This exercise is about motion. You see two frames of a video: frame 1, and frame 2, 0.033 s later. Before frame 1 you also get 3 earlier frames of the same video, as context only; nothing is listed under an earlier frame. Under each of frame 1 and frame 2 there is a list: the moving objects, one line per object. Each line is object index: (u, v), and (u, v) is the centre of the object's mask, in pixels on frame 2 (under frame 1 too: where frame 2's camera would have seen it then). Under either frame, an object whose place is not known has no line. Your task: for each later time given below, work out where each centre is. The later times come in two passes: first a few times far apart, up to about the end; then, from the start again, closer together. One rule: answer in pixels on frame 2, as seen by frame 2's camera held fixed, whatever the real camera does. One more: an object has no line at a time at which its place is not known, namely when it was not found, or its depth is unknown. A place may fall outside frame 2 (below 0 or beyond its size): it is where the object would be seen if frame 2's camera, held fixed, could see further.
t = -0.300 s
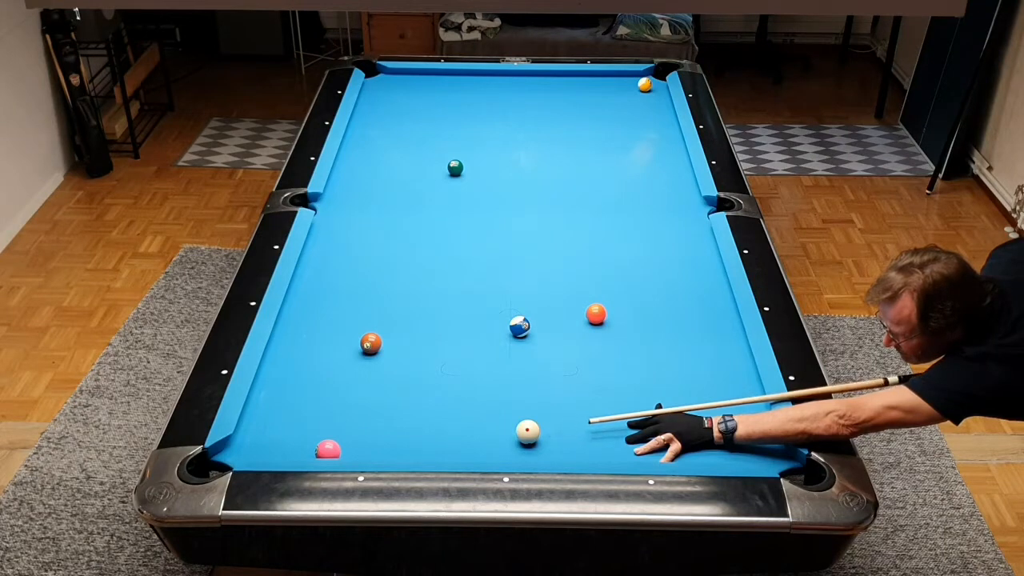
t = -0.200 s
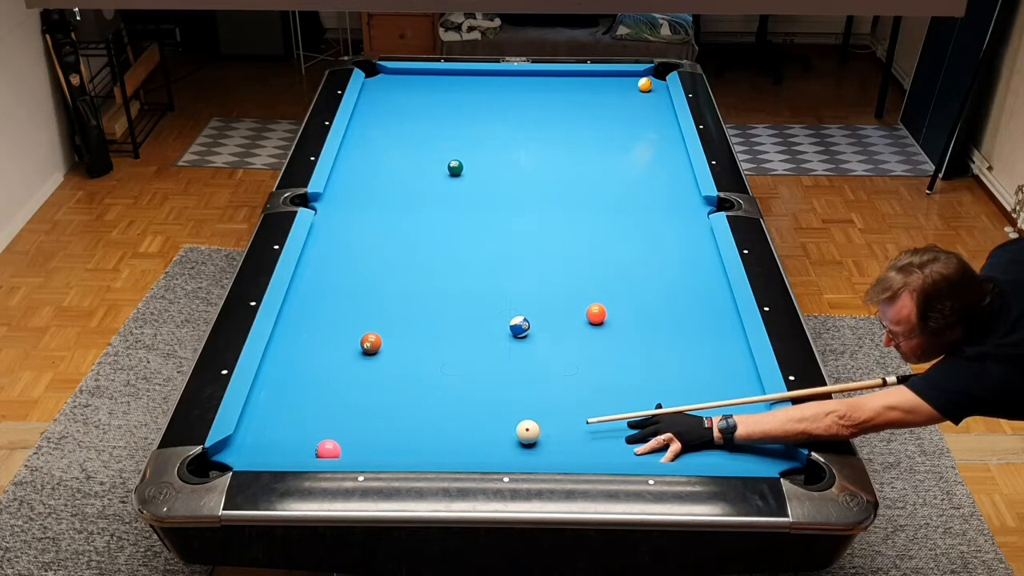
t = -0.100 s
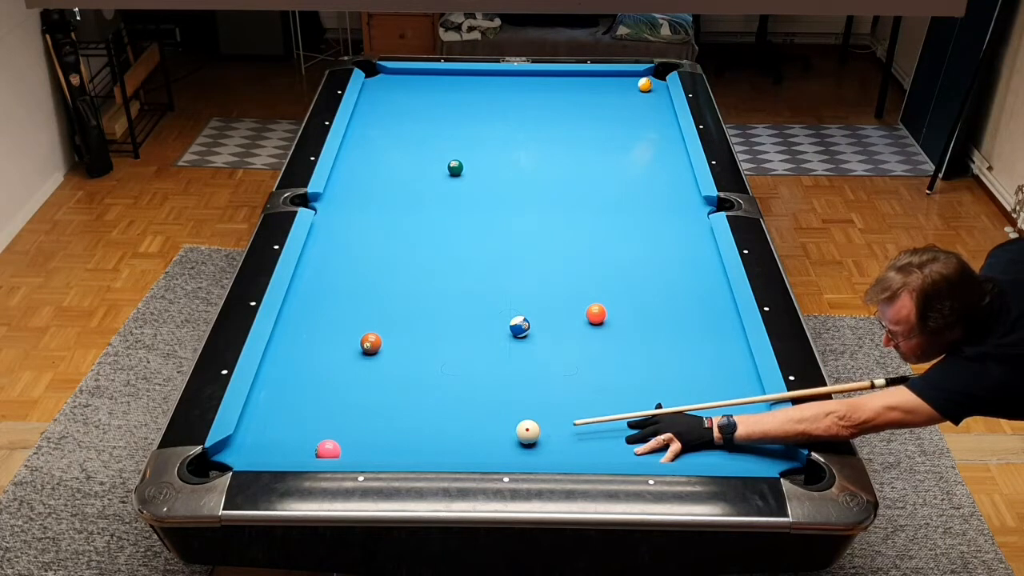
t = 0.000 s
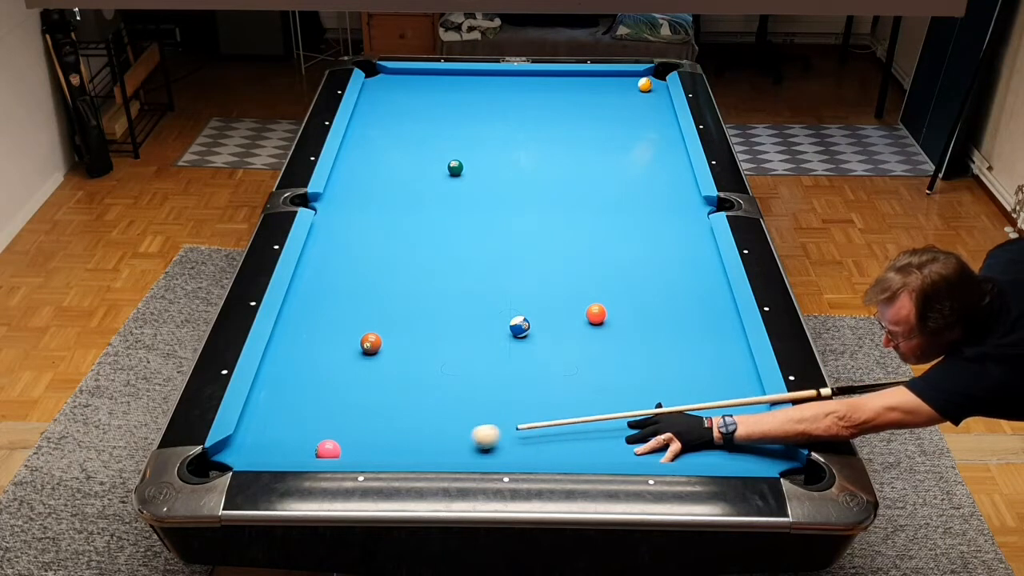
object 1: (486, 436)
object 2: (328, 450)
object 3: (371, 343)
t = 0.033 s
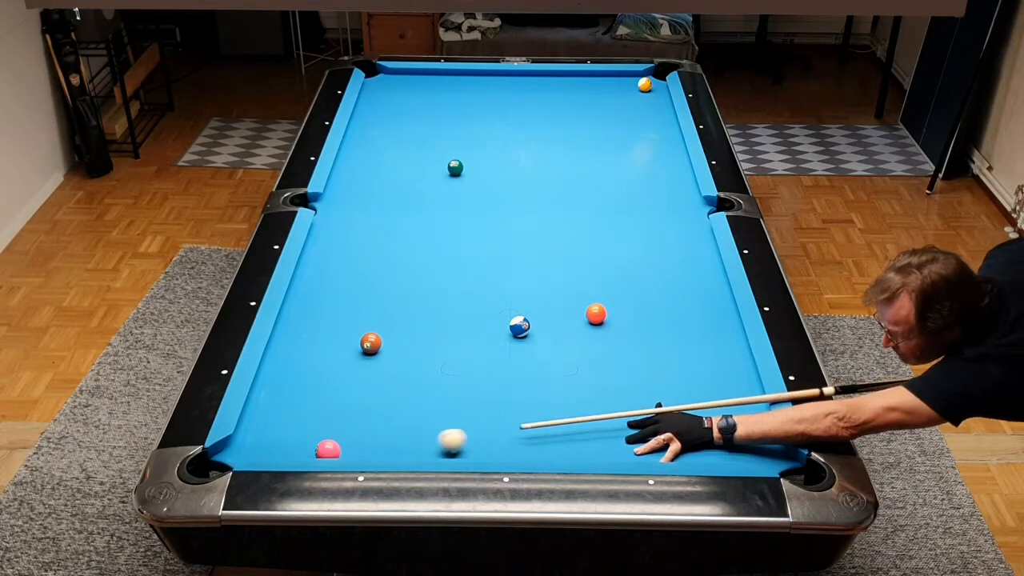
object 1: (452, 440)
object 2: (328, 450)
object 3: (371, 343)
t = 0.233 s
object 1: (340, 445)
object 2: (251, 449)
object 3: (371, 343)
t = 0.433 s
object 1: (302, 432)
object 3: (371, 343)
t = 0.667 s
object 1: (259, 418)
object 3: (371, 343)
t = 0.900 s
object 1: (277, 399)
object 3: (371, 343)
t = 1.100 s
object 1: (300, 382)
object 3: (371, 343)
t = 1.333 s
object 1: (324, 365)
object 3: (371, 343)
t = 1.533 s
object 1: (344, 352)
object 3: (371, 343)
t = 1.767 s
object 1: (351, 342)
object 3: (383, 339)
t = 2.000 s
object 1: (354, 334)
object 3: (397, 335)
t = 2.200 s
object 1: (356, 328)
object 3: (408, 332)
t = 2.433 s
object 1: (358, 323)
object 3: (420, 328)
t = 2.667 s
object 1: (360, 318)
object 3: (431, 325)
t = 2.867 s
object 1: (362, 314)
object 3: (438, 323)
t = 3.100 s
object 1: (363, 311)
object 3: (446, 321)
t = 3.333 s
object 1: (364, 309)
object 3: (452, 319)
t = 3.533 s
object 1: (365, 307)
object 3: (457, 318)
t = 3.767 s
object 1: (365, 306)
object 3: (461, 317)
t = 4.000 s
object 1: (366, 306)
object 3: (463, 317)
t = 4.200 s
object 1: (366, 306)
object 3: (464, 316)
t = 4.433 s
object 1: (366, 306)
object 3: (464, 316)
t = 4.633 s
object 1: (366, 306)
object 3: (464, 316)
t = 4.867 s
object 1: (366, 306)
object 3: (464, 316)
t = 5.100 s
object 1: (366, 306)
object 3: (465, 316)
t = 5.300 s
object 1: (366, 305)
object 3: (465, 316)
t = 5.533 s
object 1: (366, 305)
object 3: (465, 316)
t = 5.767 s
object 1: (366, 306)
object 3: (465, 316)
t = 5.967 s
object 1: (366, 306)
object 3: (465, 317)
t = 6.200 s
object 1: (366, 306)
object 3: (465, 317)
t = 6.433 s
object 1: (366, 306)
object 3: (465, 316)
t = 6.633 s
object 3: (465, 316)
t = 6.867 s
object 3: (464, 316)
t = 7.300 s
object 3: (465, 317)
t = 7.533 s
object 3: (465, 317)
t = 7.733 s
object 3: (465, 317)
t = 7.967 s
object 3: (465, 317)
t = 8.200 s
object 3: (465, 317)
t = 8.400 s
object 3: (465, 317)
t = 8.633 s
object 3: (465, 317)
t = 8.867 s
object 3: (465, 317)
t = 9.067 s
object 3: (465, 317)
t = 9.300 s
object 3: (465, 317)
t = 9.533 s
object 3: (465, 317)
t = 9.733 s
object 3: (465, 317)
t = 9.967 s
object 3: (465, 317)
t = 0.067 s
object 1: (419, 444)
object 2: (328, 450)
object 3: (371, 343)
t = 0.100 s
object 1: (387, 447)
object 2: (328, 450)
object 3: (371, 343)
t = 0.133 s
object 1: (356, 450)
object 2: (328, 449)
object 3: (371, 343)
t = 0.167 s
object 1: (350, 449)
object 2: (303, 449)
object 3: (371, 343)
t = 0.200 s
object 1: (346, 447)
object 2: (276, 449)
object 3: (371, 343)
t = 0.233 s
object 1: (340, 445)
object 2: (251, 449)
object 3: (371, 343)
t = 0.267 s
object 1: (335, 443)
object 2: (228, 449)
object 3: (371, 343)
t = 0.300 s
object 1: (328, 440)
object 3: (371, 343)
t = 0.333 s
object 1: (322, 438)
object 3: (371, 343)
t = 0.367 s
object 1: (315, 436)
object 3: (371, 343)
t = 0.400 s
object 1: (308, 434)
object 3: (371, 343)
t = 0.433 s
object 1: (302, 432)
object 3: (371, 343)
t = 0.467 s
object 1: (295, 430)
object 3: (371, 343)
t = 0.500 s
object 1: (289, 428)
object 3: (371, 343)
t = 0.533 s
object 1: (283, 426)
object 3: (371, 343)
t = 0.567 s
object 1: (277, 424)
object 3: (371, 343)
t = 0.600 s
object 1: (271, 422)
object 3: (371, 343)
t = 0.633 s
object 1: (265, 420)
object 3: (371, 343)
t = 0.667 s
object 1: (259, 418)
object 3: (371, 343)
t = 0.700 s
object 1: (253, 416)
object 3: (371, 343)
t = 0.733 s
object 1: (255, 413)
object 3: (371, 343)
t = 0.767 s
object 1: (260, 410)
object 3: (371, 343)
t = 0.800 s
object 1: (265, 407)
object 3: (371, 343)
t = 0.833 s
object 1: (269, 404)
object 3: (371, 343)
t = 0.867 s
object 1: (273, 402)
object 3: (371, 343)
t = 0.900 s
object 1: (277, 399)
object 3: (371, 343)
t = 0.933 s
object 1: (281, 396)
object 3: (371, 343)
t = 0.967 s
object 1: (285, 393)
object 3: (371, 343)
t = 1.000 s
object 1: (289, 391)
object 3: (371, 343)
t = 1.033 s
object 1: (292, 388)
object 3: (371, 343)
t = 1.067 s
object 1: (296, 385)
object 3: (371, 343)
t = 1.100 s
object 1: (300, 382)
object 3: (371, 343)
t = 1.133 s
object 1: (303, 380)
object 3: (371, 343)
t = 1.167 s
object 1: (307, 377)
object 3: (371, 343)
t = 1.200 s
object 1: (311, 375)
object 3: (371, 343)
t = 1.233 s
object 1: (314, 372)
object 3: (371, 343)
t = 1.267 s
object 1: (318, 370)
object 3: (371, 343)
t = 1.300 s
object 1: (321, 367)
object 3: (371, 343)
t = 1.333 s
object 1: (324, 365)
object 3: (371, 343)
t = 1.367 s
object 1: (328, 363)
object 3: (371, 343)
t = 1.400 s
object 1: (331, 361)
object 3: (371, 343)
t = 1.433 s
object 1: (334, 358)
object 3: (371, 343)
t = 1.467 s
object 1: (337, 356)
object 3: (371, 343)
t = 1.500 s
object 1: (341, 354)
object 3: (371, 343)
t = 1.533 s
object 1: (344, 352)
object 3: (371, 343)
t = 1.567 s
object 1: (347, 350)
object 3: (371, 343)
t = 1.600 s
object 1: (349, 348)
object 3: (371, 343)
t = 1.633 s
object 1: (350, 347)
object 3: (374, 342)
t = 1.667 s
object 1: (350, 345)
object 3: (376, 341)
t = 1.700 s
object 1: (350, 344)
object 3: (379, 341)
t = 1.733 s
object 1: (351, 343)
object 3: (381, 340)
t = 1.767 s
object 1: (351, 342)
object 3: (383, 339)
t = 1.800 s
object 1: (351, 340)
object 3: (385, 339)
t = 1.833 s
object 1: (351, 339)
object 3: (387, 338)
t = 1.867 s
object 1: (352, 338)
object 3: (389, 337)
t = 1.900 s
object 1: (352, 337)
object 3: (391, 337)
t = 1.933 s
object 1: (353, 336)
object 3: (393, 336)
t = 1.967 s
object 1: (353, 335)
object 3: (395, 336)
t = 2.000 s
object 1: (354, 334)
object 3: (397, 335)
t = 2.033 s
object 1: (354, 333)
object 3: (399, 334)
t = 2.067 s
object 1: (354, 332)
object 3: (401, 334)
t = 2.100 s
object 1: (355, 331)
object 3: (403, 333)
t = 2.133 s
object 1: (355, 330)
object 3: (405, 333)
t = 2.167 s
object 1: (356, 329)
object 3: (407, 332)
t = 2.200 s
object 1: (356, 328)
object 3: (408, 332)
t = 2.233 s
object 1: (356, 327)
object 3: (410, 331)
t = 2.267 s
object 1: (357, 326)
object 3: (412, 331)
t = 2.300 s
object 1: (357, 326)
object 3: (414, 330)
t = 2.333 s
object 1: (357, 325)
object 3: (415, 330)
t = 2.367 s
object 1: (358, 324)
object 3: (417, 329)
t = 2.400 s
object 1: (358, 323)
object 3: (419, 329)
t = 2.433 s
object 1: (358, 323)
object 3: (420, 328)
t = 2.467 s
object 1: (359, 322)
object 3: (422, 328)
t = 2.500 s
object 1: (359, 321)
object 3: (423, 327)
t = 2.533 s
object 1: (359, 320)
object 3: (425, 327)
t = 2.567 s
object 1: (359, 320)
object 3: (426, 326)
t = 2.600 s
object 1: (360, 319)
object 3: (428, 326)
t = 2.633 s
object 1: (360, 318)
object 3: (429, 326)
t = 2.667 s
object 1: (360, 318)
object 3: (431, 325)
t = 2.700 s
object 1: (360, 317)
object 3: (432, 325)
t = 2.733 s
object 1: (361, 316)
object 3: (433, 324)
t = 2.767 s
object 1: (361, 316)
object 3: (435, 324)
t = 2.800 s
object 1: (361, 315)
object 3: (436, 324)
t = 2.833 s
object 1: (361, 315)
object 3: (437, 324)
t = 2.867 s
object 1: (362, 314)
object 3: (438, 323)
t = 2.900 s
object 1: (362, 314)
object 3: (440, 323)
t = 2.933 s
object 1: (362, 313)
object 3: (441, 322)
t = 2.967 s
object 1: (362, 313)
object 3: (442, 322)
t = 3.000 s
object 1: (362, 312)
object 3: (443, 322)
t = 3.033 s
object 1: (363, 312)
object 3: (444, 321)
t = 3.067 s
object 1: (363, 311)
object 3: (445, 321)
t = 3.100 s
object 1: (363, 311)
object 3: (446, 321)
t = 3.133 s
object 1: (363, 311)
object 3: (447, 321)
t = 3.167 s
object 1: (364, 310)
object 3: (448, 320)
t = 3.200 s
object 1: (364, 310)
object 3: (449, 320)
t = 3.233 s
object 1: (364, 310)
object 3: (450, 320)
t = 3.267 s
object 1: (364, 309)
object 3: (450, 319)
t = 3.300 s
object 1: (364, 309)
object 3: (452, 319)
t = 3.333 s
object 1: (364, 309)
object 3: (452, 319)
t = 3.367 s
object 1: (364, 308)
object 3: (453, 319)
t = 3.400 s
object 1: (365, 308)
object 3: (454, 319)
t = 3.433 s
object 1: (365, 308)
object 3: (455, 319)
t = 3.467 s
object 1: (365, 307)
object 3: (455, 318)
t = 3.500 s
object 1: (365, 307)
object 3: (456, 318)
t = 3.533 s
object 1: (365, 307)
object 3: (457, 318)
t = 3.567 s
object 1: (365, 307)
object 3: (457, 318)
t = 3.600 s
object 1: (365, 307)
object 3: (458, 318)
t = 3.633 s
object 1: (365, 306)
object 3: (459, 317)
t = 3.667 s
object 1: (365, 306)
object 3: (459, 318)
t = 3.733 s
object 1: (365, 306)
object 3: (460, 317)
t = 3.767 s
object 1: (365, 306)
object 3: (461, 317)
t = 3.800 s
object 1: (366, 306)
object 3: (461, 317)
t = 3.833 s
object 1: (365, 306)
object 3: (461, 317)
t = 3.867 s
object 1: (366, 306)
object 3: (462, 317)
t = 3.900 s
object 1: (366, 306)
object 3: (462, 317)
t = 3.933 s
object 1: (366, 306)
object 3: (462, 317)
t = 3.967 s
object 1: (366, 306)
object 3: (462, 317)
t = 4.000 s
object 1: (366, 306)
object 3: (463, 317)
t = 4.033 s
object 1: (366, 306)
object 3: (463, 317)
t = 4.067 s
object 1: (366, 306)
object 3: (463, 317)
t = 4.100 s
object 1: (366, 306)
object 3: (463, 316)
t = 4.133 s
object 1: (366, 306)
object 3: (463, 316)
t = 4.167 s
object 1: (366, 306)
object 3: (464, 316)
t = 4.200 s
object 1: (366, 306)
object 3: (464, 316)
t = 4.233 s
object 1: (366, 306)
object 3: (464, 316)
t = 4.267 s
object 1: (366, 306)
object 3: (464, 316)
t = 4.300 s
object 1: (366, 305)
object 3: (464, 316)
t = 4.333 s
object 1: (366, 306)
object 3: (464, 316)
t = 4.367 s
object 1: (366, 306)
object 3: (464, 316)
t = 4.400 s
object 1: (366, 306)
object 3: (464, 316)
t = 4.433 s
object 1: (366, 306)
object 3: (464, 316)
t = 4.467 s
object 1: (366, 306)
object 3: (464, 316)
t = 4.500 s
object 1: (366, 306)
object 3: (464, 316)
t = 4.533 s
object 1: (366, 306)
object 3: (464, 316)
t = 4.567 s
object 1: (366, 306)
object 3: (464, 316)
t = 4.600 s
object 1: (366, 305)
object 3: (464, 316)
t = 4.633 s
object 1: (366, 306)
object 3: (464, 316)
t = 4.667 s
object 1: (366, 305)
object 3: (464, 316)
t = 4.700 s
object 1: (366, 306)
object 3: (464, 316)
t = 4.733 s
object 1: (366, 306)
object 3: (464, 316)
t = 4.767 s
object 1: (366, 305)
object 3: (464, 316)
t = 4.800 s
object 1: (366, 305)
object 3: (464, 316)
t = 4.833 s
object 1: (366, 306)
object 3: (464, 316)
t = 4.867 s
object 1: (366, 306)
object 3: (464, 316)
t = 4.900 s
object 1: (366, 306)
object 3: (464, 316)
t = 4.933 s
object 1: (366, 305)
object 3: (464, 316)
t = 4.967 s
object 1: (366, 306)
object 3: (464, 316)
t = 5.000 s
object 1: (366, 305)
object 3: (464, 316)
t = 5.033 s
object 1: (366, 306)
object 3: (464, 316)
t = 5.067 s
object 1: (366, 305)
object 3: (464, 316)
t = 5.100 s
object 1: (366, 306)
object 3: (465, 316)
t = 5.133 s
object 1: (366, 306)
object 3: (465, 316)
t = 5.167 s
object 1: (366, 305)
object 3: (465, 316)
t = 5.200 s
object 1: (366, 306)
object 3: (465, 316)
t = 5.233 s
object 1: (366, 305)
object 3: (465, 316)
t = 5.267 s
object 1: (366, 306)
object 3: (465, 316)
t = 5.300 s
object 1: (366, 305)
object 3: (465, 316)
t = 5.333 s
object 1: (366, 306)
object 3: (465, 316)
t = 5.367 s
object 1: (366, 305)
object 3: (465, 316)
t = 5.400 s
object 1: (366, 306)
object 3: (465, 316)
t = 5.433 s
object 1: (366, 305)
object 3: (465, 316)
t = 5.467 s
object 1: (366, 306)
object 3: (465, 316)
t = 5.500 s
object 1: (366, 306)
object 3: (465, 316)
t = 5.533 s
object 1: (366, 305)
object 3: (465, 316)
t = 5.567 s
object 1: (366, 306)
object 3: (465, 316)
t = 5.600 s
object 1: (366, 305)
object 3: (465, 316)
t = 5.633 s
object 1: (366, 306)
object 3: (465, 316)
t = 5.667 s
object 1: (366, 306)
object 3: (465, 317)
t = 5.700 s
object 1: (366, 306)
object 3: (465, 316)
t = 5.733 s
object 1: (366, 306)
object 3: (465, 317)
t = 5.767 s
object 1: (366, 306)
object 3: (465, 316)
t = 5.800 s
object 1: (366, 306)
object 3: (465, 316)
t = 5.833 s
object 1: (366, 306)
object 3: (465, 317)
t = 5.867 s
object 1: (366, 306)
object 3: (465, 316)
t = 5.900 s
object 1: (366, 306)
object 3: (465, 316)
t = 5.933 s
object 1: (366, 306)
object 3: (465, 316)
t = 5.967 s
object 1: (366, 306)
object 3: (465, 317)
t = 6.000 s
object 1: (366, 306)
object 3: (465, 317)
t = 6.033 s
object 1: (366, 306)
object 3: (465, 317)
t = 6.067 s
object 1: (366, 306)
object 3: (465, 316)
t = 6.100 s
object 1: (366, 306)
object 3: (465, 317)
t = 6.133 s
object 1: (366, 306)
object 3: (465, 317)
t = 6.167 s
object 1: (366, 306)
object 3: (465, 317)
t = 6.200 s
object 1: (366, 306)
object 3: (465, 317)
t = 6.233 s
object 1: (366, 306)
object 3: (465, 317)
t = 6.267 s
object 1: (366, 306)
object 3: (465, 316)
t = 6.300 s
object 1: (366, 306)
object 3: (465, 317)
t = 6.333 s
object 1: (366, 305)
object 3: (465, 317)
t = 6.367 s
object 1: (366, 306)
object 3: (465, 317)
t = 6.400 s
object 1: (366, 306)
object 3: (465, 316)
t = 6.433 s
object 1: (366, 306)
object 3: (465, 316)
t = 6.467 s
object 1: (366, 306)
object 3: (465, 317)
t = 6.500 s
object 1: (366, 306)
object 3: (465, 317)
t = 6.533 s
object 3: (465, 317)
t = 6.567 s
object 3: (465, 317)
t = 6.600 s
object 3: (465, 316)
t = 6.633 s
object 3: (465, 316)
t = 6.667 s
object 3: (465, 317)
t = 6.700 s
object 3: (465, 316)
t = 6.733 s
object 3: (465, 317)
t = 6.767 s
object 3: (465, 316)
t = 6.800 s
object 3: (465, 317)
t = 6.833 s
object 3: (465, 317)
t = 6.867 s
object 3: (464, 316)
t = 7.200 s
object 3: (467, 315)
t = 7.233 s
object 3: (465, 317)
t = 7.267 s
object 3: (465, 317)
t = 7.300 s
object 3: (465, 317)
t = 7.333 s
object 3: (465, 317)
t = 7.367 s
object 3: (465, 317)
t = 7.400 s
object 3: (465, 317)
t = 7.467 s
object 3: (465, 317)
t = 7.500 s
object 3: (465, 317)
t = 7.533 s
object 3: (465, 317)
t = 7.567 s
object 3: (465, 317)
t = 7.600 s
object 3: (465, 317)
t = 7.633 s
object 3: (465, 317)
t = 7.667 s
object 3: (465, 317)
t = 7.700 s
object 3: (465, 317)
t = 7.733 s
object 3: (465, 317)
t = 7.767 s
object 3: (465, 317)
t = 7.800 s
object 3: (465, 317)
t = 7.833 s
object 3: (465, 317)
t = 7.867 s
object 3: (465, 317)
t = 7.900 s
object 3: (465, 317)
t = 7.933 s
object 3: (465, 317)
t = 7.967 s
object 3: (465, 317)
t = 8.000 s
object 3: (465, 317)
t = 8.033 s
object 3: (465, 317)
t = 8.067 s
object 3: (465, 317)
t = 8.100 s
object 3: (465, 317)
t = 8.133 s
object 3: (465, 317)
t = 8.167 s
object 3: (465, 317)
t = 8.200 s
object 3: (465, 317)
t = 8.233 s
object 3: (465, 317)
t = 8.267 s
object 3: (465, 317)
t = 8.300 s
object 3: (465, 317)
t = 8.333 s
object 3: (465, 317)
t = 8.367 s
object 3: (465, 317)
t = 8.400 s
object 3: (465, 317)
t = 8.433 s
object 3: (465, 317)
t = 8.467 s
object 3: (465, 317)
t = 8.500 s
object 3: (465, 317)
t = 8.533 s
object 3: (465, 317)
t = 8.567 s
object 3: (465, 317)
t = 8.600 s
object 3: (465, 317)
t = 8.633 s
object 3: (465, 317)
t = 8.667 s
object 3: (465, 317)
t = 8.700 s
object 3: (465, 317)
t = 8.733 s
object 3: (465, 317)
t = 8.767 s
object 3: (465, 317)
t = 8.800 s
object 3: (465, 317)
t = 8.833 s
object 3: (465, 317)
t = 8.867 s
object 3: (465, 317)
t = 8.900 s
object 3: (465, 317)
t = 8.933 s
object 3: (465, 317)
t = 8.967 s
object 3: (465, 317)
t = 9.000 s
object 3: (465, 317)
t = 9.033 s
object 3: (465, 317)
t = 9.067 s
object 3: (465, 317)
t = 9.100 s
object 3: (465, 317)
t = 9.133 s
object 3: (465, 317)
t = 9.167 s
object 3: (465, 317)
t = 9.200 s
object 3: (465, 317)
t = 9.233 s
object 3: (465, 317)
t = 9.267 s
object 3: (465, 317)
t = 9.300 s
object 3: (465, 317)
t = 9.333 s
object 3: (465, 317)
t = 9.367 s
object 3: (465, 317)
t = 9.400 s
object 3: (465, 317)
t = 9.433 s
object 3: (465, 317)
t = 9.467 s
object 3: (465, 317)
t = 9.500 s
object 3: (465, 317)
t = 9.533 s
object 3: (465, 317)
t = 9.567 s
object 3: (465, 317)
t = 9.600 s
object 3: (465, 317)
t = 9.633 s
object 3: (465, 317)
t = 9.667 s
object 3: (465, 317)
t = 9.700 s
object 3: (465, 317)
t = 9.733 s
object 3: (465, 317)
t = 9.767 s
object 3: (465, 317)
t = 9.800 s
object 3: (465, 317)
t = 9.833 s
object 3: (465, 317)
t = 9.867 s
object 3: (465, 317)
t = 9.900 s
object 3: (465, 317)
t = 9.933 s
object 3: (465, 317)
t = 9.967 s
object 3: (465, 317)
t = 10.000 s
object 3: (465, 317)
